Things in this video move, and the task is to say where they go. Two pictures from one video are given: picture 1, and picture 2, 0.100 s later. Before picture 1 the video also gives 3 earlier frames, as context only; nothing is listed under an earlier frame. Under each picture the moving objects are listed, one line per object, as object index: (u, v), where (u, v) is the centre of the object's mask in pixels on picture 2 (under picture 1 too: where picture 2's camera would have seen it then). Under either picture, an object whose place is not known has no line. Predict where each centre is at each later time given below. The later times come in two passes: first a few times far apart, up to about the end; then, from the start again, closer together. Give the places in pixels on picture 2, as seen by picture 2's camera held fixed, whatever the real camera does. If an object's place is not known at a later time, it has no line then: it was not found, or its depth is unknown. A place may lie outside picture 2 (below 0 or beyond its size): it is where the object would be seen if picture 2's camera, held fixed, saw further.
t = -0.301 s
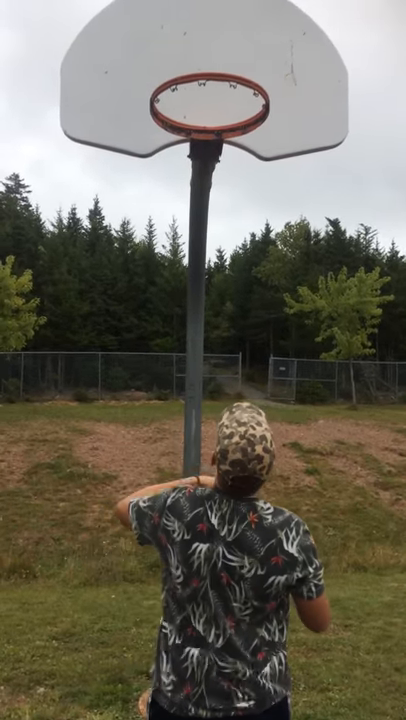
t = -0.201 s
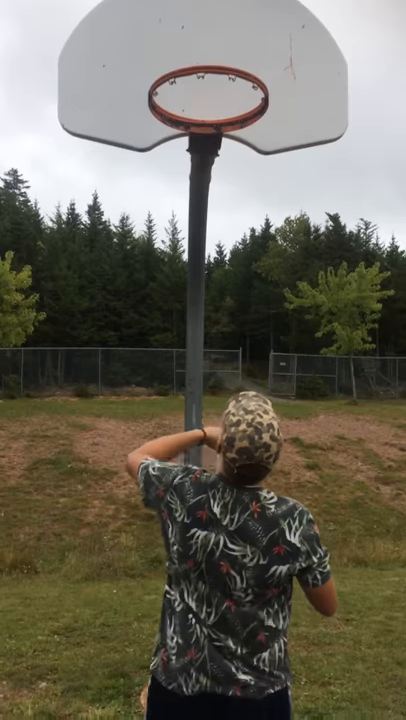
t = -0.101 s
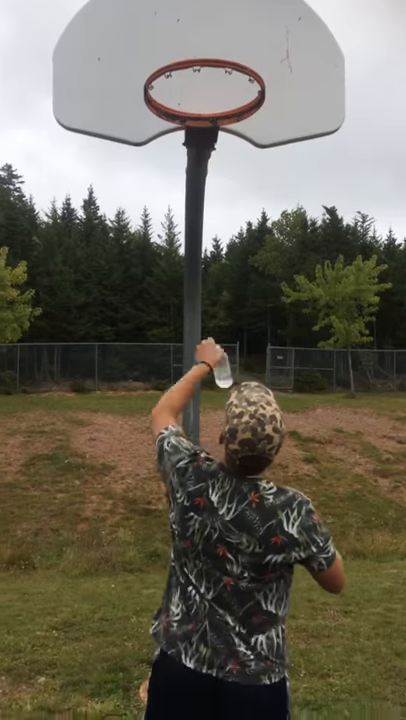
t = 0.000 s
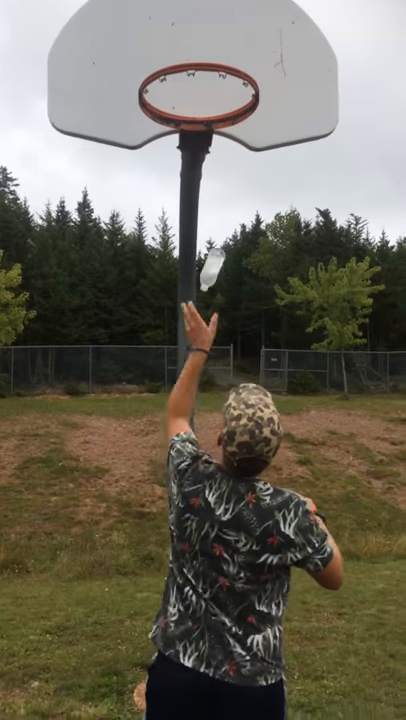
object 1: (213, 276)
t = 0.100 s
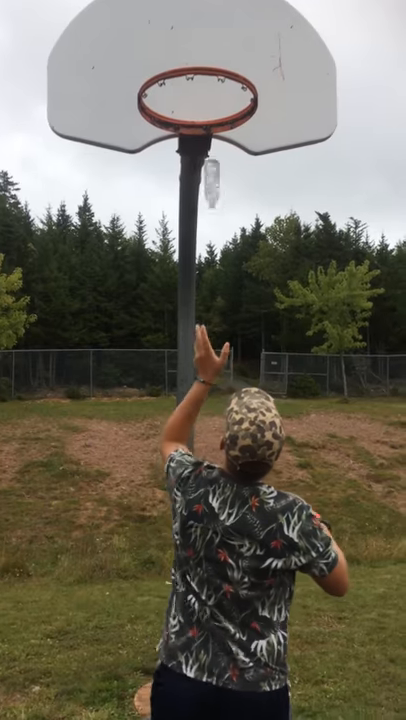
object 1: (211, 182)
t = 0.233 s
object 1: (210, 102)
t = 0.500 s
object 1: (206, 81)
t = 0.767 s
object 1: (225, 137)
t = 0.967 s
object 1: (228, 171)
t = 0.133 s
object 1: (212, 157)
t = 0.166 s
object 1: (212, 135)
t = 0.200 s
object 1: (211, 116)
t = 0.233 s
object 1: (210, 102)
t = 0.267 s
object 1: (206, 81)
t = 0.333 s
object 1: (202, 64)
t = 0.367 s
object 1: (210, 63)
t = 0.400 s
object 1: (208, 61)
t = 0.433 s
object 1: (210, 63)
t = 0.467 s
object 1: (205, 60)
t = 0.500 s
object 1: (206, 81)
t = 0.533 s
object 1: (206, 88)
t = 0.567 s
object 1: (205, 105)
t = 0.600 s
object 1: (207, 104)
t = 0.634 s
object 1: (209, 108)
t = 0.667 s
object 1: (211, 111)
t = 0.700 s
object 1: (211, 113)
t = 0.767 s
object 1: (225, 137)
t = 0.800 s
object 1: (225, 142)
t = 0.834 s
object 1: (223, 145)
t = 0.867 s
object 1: (222, 148)
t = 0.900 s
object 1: (223, 152)
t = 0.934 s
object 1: (225, 159)
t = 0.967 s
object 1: (228, 171)
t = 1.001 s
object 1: (230, 185)
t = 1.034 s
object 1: (232, 202)
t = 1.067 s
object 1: (233, 221)
